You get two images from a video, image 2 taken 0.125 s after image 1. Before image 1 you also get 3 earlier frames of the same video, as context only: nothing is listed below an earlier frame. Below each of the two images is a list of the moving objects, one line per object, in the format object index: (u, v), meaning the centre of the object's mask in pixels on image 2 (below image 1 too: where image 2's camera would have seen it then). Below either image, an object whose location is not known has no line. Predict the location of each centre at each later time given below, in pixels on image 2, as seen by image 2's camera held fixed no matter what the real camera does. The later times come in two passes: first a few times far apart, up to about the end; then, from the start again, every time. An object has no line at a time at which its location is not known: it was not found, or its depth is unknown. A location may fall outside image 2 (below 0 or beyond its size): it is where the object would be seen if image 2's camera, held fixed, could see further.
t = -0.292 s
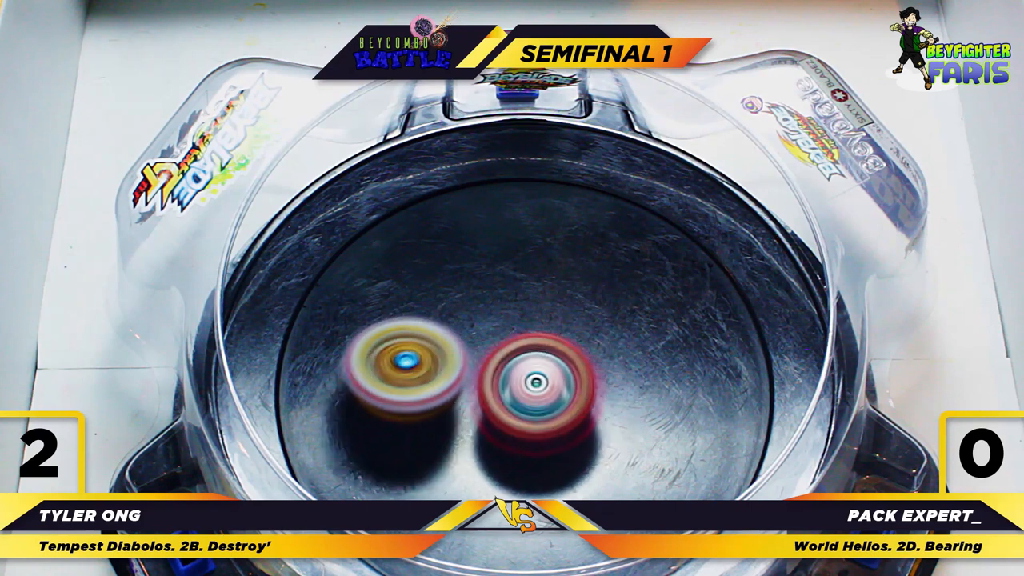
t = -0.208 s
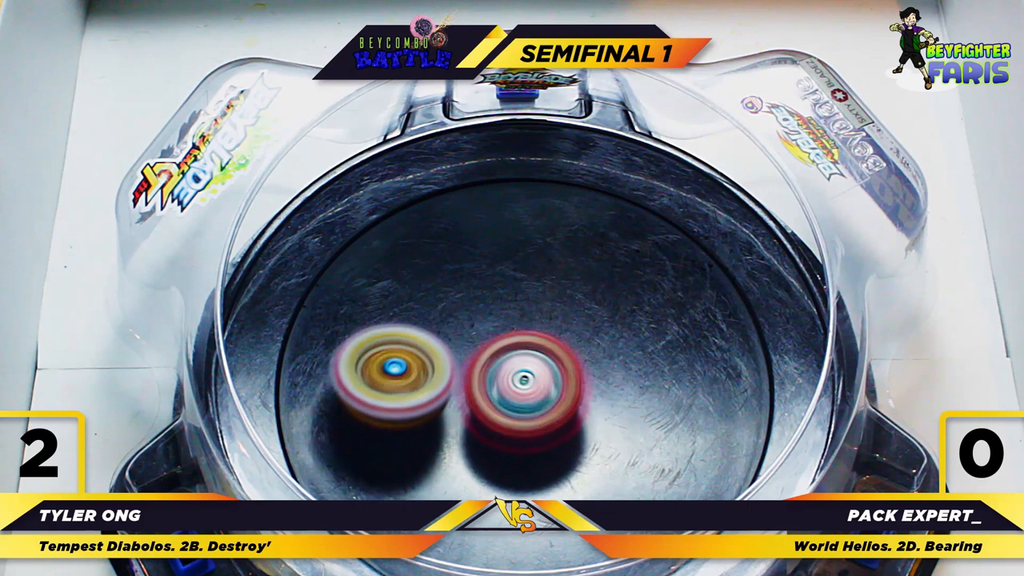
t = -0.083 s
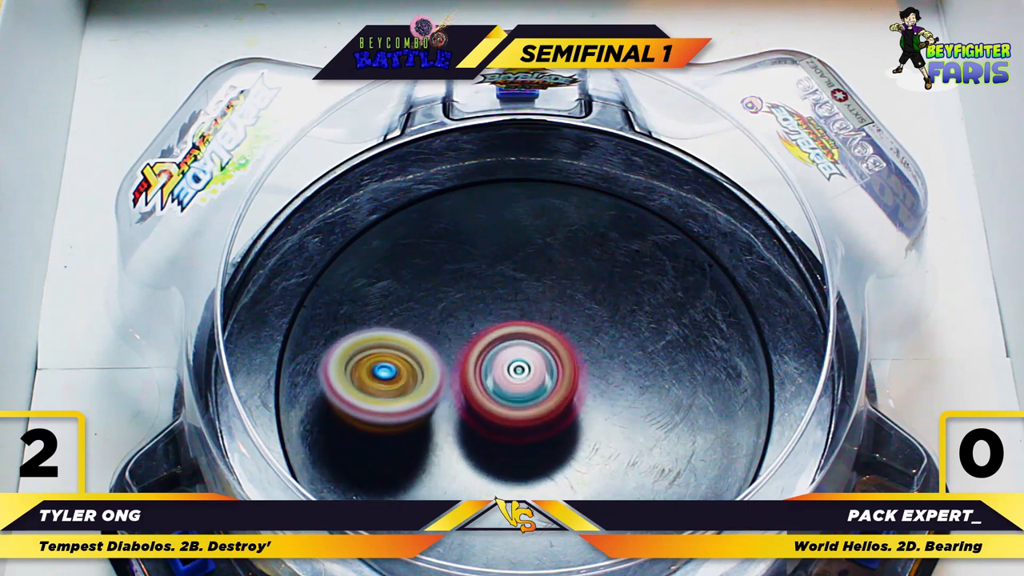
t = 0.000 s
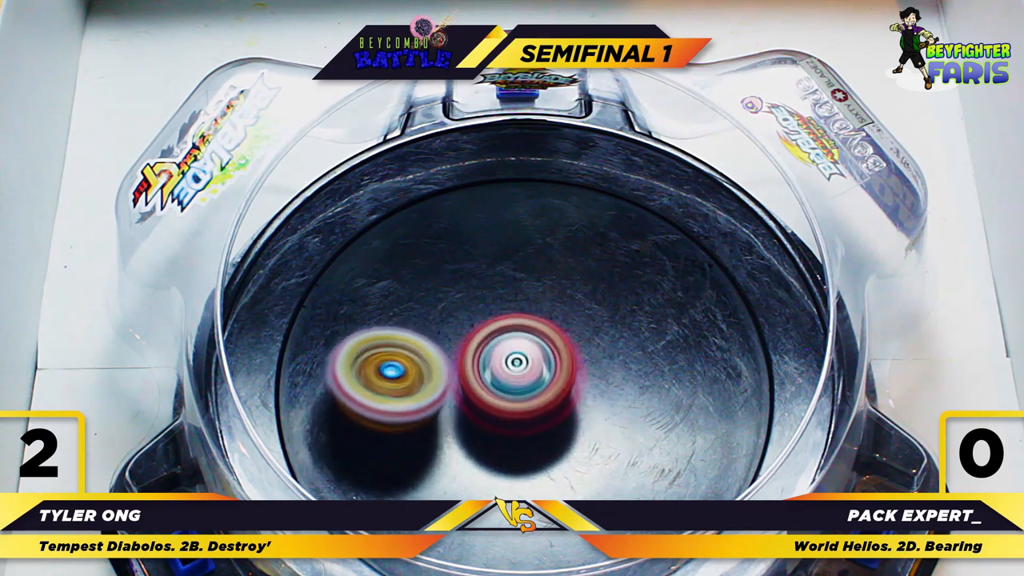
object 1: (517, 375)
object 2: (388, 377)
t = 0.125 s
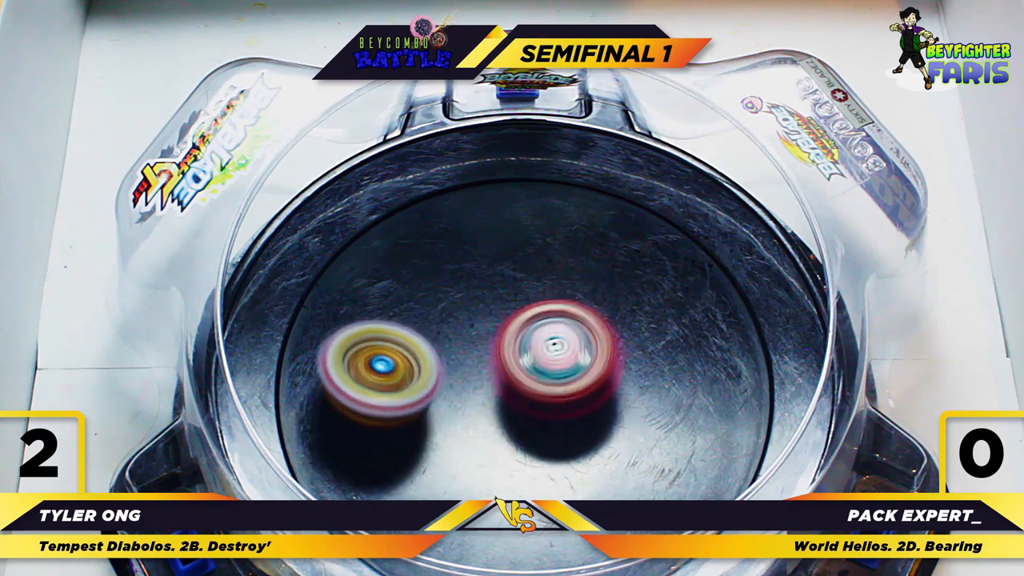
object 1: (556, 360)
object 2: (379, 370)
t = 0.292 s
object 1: (580, 359)
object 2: (406, 354)
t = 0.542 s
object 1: (604, 366)
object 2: (466, 307)
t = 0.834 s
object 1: (568, 385)
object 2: (494, 254)
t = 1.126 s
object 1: (528, 381)
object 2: (496, 251)
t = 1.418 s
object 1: (506, 408)
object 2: (526, 285)
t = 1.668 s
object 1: (482, 407)
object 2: (576, 314)
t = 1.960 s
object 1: (472, 376)
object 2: (607, 357)
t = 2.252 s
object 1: (472, 348)
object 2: (599, 393)
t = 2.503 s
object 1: (478, 331)
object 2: (564, 410)
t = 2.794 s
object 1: (474, 298)
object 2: (516, 416)
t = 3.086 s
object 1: (486, 285)
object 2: (467, 420)
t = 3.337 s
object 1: (509, 298)
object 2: (444, 405)
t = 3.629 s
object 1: (537, 330)
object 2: (421, 377)
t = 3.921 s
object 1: (546, 370)
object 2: (419, 328)
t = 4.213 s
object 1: (518, 395)
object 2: (479, 280)
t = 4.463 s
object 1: (493, 394)
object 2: (545, 252)
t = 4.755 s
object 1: (480, 373)
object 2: (558, 279)
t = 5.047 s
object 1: (437, 391)
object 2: (610, 276)
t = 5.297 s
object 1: (444, 384)
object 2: (607, 317)
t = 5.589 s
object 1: (419, 372)
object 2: (603, 410)
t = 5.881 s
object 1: (472, 362)
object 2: (575, 416)
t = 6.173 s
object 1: (478, 333)
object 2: (556, 414)
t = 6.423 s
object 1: (475, 330)
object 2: (507, 433)
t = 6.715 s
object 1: (480, 325)
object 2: (434, 421)
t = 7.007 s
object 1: (502, 319)
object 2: (396, 372)
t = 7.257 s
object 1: (539, 322)
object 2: (417, 324)
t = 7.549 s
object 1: (574, 344)
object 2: (472, 274)
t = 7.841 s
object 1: (577, 370)
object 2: (536, 260)
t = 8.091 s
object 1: (555, 400)
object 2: (575, 286)
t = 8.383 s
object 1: (502, 414)
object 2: (603, 343)
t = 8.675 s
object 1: (469, 395)
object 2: (590, 412)
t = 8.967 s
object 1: (453, 361)
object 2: (530, 446)
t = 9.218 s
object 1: (464, 329)
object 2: (468, 434)
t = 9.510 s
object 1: (498, 309)
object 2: (415, 382)
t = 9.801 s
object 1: (541, 321)
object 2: (420, 316)
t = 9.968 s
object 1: (557, 340)
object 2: (449, 284)
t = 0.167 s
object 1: (567, 358)
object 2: (380, 367)
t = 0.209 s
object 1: (574, 358)
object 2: (385, 363)
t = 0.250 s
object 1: (579, 358)
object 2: (393, 359)
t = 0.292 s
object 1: (580, 359)
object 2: (406, 354)
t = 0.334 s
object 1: (580, 359)
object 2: (422, 349)
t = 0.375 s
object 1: (579, 360)
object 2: (440, 343)
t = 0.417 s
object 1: (582, 360)
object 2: (456, 336)
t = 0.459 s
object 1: (594, 362)
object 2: (459, 327)
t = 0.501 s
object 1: (602, 364)
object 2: (462, 317)
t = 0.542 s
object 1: (604, 366)
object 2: (466, 307)
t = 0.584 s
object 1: (603, 368)
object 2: (471, 298)
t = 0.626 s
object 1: (600, 369)
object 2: (476, 290)
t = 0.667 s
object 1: (594, 371)
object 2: (481, 283)
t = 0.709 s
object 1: (586, 371)
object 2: (488, 278)
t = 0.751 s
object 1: (576, 371)
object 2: (494, 274)
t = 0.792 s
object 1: (569, 375)
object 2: (497, 267)
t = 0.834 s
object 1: (568, 385)
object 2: (494, 254)
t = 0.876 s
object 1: (565, 391)
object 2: (492, 244)
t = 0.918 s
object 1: (559, 394)
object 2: (490, 237)
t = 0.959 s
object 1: (553, 395)
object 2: (490, 233)
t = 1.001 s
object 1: (548, 393)
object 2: (490, 233)
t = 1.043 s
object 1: (540, 391)
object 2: (491, 236)
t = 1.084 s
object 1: (534, 386)
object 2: (493, 242)
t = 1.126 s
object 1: (528, 381)
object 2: (496, 251)
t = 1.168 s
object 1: (525, 379)
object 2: (500, 261)
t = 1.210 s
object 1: (523, 389)
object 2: (502, 261)
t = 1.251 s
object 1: (521, 396)
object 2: (506, 263)
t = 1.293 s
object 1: (518, 400)
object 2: (510, 267)
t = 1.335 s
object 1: (514, 402)
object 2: (515, 273)
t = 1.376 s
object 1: (511, 403)
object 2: (520, 282)
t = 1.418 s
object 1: (506, 408)
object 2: (526, 285)
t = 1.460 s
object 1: (501, 411)
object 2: (533, 288)
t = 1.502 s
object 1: (496, 411)
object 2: (541, 292)
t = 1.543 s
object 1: (493, 411)
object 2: (549, 297)
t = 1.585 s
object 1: (490, 409)
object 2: (557, 304)
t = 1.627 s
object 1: (487, 408)
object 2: (566, 310)
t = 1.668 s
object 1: (482, 407)
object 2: (576, 314)
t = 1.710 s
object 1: (480, 403)
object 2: (584, 319)
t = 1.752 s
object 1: (479, 400)
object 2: (591, 325)
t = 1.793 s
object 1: (478, 396)
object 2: (595, 331)
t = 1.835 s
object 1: (478, 391)
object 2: (597, 339)
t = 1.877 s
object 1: (477, 386)
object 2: (599, 346)
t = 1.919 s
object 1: (473, 381)
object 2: (604, 352)
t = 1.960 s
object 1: (472, 376)
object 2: (607, 357)
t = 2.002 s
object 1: (473, 372)
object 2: (607, 363)
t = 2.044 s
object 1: (474, 368)
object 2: (606, 368)
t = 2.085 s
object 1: (476, 363)
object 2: (603, 373)
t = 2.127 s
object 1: (475, 360)
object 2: (603, 378)
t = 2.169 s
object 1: (476, 356)
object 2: (599, 383)
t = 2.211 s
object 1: (476, 353)
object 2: (596, 387)
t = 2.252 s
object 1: (472, 348)
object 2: (599, 393)
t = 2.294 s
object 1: (473, 345)
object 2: (599, 399)
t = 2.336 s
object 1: (474, 342)
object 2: (596, 403)
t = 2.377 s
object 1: (476, 339)
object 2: (590, 406)
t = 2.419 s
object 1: (478, 337)
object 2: (582, 408)
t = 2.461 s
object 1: (480, 335)
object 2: (572, 408)
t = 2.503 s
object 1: (478, 331)
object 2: (564, 410)
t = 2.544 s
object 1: (472, 321)
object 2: (561, 415)
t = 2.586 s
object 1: (468, 313)
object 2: (557, 419)
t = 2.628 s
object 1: (467, 307)
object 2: (552, 421)
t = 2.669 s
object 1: (468, 302)
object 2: (545, 422)
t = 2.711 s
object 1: (470, 299)
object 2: (536, 421)
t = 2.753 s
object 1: (472, 297)
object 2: (527, 419)
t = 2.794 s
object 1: (474, 298)
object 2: (516, 416)
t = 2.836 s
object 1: (477, 298)
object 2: (506, 411)
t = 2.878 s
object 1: (478, 298)
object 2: (496, 407)
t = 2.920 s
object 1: (478, 293)
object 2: (489, 410)
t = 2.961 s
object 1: (478, 287)
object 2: (482, 415)
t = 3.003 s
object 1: (480, 284)
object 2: (476, 418)
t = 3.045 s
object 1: (483, 284)
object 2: (471, 421)
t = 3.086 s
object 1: (486, 285)
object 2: (467, 420)
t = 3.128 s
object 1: (490, 287)
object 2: (462, 419)
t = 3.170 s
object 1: (492, 291)
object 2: (459, 415)
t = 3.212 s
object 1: (495, 296)
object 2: (457, 410)
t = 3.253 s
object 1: (497, 300)
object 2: (456, 402)
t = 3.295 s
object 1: (503, 299)
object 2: (450, 403)
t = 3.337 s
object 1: (509, 298)
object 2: (444, 405)
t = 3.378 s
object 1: (513, 299)
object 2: (439, 405)
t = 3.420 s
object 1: (517, 302)
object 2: (436, 402)
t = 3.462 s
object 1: (520, 309)
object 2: (434, 398)
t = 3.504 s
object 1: (523, 317)
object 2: (432, 392)
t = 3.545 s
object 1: (527, 322)
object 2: (431, 385)
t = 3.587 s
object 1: (533, 325)
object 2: (426, 381)
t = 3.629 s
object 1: (537, 330)
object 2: (421, 377)
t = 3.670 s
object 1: (539, 336)
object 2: (419, 371)
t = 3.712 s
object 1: (540, 342)
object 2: (417, 364)
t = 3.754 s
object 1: (542, 348)
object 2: (415, 357)
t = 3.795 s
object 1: (546, 354)
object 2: (413, 350)
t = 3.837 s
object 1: (548, 359)
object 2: (412, 343)
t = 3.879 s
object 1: (547, 365)
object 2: (414, 336)
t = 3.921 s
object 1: (546, 370)
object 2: (419, 328)
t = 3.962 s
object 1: (543, 376)
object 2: (425, 321)
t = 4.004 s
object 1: (541, 381)
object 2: (430, 312)
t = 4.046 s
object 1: (539, 387)
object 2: (437, 304)
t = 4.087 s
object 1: (535, 391)
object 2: (445, 296)
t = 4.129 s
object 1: (530, 393)
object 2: (455, 289)
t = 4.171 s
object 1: (524, 394)
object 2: (467, 284)
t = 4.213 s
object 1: (518, 395)
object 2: (479, 280)
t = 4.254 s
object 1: (512, 395)
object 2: (493, 277)
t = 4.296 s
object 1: (508, 398)
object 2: (506, 270)
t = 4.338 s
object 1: (502, 399)
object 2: (518, 263)
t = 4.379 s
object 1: (498, 399)
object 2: (528, 258)
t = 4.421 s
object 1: (496, 397)
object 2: (538, 253)
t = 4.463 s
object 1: (493, 394)
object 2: (545, 252)
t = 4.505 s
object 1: (490, 390)
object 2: (551, 252)
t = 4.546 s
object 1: (487, 386)
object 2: (555, 254)
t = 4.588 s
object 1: (485, 382)
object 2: (557, 258)
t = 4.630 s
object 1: (484, 377)
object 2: (557, 264)
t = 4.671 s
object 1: (485, 373)
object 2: (555, 271)
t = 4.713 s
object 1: (483, 371)
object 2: (555, 278)
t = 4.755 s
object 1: (480, 373)
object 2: (558, 279)
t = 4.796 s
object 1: (477, 374)
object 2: (560, 281)
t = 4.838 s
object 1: (476, 374)
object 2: (563, 284)
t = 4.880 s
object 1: (475, 373)
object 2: (564, 288)
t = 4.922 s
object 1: (471, 373)
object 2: (571, 292)
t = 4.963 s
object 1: (456, 382)
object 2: (587, 285)
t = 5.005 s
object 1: (445, 388)
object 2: (600, 279)
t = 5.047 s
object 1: (437, 391)
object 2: (610, 276)
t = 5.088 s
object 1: (433, 391)
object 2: (615, 275)
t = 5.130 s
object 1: (431, 390)
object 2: (621, 278)
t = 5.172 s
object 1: (432, 389)
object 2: (622, 283)
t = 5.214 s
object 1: (435, 388)
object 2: (619, 292)
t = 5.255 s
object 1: (439, 387)
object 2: (615, 303)
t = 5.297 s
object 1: (444, 384)
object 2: (607, 317)
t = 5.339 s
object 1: (448, 382)
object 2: (594, 333)
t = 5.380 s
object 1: (453, 380)
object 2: (582, 350)
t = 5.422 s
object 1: (451, 380)
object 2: (574, 365)
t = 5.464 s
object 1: (434, 379)
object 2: (584, 377)
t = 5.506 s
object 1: (423, 377)
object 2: (591, 389)
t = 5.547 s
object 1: (419, 375)
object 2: (599, 401)
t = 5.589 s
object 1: (419, 372)
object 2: (603, 410)
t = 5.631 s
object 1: (422, 370)
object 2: (604, 418)
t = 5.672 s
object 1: (426, 368)
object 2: (605, 422)
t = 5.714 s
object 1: (432, 366)
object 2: (602, 425)
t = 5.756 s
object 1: (442, 364)
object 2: (598, 425)
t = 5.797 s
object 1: (452, 363)
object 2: (592, 424)
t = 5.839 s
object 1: (462, 362)
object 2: (584, 420)
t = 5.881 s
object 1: (472, 362)
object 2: (575, 416)
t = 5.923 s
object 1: (472, 355)
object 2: (578, 416)
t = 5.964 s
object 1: (470, 348)
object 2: (581, 418)
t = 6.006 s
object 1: (471, 343)
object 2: (580, 418)
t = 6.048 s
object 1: (475, 340)
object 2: (576, 418)
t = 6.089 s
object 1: (477, 339)
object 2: (570, 416)
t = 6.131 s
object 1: (479, 336)
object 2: (562, 413)
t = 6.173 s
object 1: (478, 333)
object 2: (556, 414)
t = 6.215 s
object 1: (475, 330)
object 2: (550, 416)
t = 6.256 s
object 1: (475, 330)
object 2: (543, 418)
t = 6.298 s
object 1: (475, 330)
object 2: (534, 420)
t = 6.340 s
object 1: (474, 329)
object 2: (526, 425)
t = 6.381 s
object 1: (475, 330)
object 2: (517, 429)
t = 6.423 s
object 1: (475, 330)
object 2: (507, 433)
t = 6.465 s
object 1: (476, 330)
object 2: (496, 435)
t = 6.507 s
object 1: (476, 329)
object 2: (485, 435)
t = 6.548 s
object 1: (477, 329)
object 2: (475, 434)
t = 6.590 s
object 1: (478, 328)
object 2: (463, 432)
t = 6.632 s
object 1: (479, 327)
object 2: (453, 429)
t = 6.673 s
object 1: (479, 325)
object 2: (443, 425)
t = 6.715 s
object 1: (480, 325)
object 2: (434, 421)
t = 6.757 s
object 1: (481, 325)
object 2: (426, 416)
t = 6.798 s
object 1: (484, 325)
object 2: (417, 412)
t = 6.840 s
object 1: (486, 324)
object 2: (410, 404)
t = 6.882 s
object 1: (488, 322)
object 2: (406, 396)
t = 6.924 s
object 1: (491, 322)
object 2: (402, 387)
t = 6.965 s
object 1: (497, 320)
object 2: (398, 380)
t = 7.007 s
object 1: (502, 319)
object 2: (396, 372)
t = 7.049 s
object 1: (506, 319)
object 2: (398, 364)
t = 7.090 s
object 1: (512, 319)
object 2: (401, 355)
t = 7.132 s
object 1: (518, 319)
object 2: (404, 346)
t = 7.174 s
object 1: (525, 319)
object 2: (406, 339)
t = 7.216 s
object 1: (532, 321)
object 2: (410, 331)
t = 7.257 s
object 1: (539, 322)
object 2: (417, 324)
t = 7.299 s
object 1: (545, 324)
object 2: (423, 317)
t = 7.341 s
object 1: (552, 327)
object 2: (430, 309)
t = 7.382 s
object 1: (558, 330)
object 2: (437, 301)
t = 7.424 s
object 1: (563, 333)
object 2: (445, 294)
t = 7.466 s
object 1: (566, 335)
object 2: (455, 288)
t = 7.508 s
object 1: (570, 340)
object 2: (463, 281)
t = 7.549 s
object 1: (574, 344)
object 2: (472, 274)
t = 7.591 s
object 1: (576, 348)
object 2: (482, 269)
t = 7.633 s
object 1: (577, 351)
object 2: (493, 266)
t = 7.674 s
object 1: (579, 354)
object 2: (503, 263)
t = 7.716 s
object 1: (579, 358)
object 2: (512, 260)
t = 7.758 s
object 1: (579, 363)
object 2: (520, 258)
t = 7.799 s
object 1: (578, 366)
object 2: (528, 258)
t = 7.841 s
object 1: (577, 370)
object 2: (536, 260)
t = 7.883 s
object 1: (575, 374)
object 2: (543, 262)
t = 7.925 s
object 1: (574, 381)
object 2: (550, 263)
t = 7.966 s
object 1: (570, 386)
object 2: (557, 265)
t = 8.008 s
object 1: (565, 391)
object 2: (563, 271)
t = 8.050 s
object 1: (560, 395)
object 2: (569, 279)
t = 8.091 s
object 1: (555, 400)
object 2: (575, 286)
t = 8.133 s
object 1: (548, 405)
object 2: (581, 291)
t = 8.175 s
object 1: (540, 409)
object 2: (586, 298)
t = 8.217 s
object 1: (533, 411)
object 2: (590, 306)
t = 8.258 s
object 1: (525, 413)
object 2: (594, 315)
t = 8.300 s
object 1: (518, 414)
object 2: (597, 324)
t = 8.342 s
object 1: (510, 415)
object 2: (601, 334)
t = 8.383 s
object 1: (502, 414)
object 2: (603, 343)
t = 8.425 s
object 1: (496, 413)
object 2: (605, 354)
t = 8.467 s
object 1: (491, 410)
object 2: (605, 365)
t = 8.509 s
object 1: (483, 408)
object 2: (605, 375)
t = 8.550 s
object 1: (478, 405)
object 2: (605, 385)
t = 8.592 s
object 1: (475, 402)
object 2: (602, 395)
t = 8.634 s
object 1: (471, 399)
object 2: (597, 404)
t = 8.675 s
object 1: (469, 395)
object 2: (590, 412)
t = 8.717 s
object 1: (465, 392)
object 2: (584, 420)
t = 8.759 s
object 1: (461, 388)
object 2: (577, 426)
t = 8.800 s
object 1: (459, 383)
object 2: (568, 431)
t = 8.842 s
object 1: (457, 379)
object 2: (558, 436)
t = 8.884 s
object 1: (455, 373)
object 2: (550, 442)
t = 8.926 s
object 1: (453, 367)
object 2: (540, 445)
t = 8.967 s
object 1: (453, 361)
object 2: (530, 446)
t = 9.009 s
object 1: (453, 356)
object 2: (518, 445)
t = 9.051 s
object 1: (453, 350)
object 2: (508, 444)
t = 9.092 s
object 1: (455, 344)
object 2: (498, 444)
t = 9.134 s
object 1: (457, 339)
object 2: (487, 442)
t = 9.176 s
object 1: (461, 334)
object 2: (477, 439)
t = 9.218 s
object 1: (464, 329)
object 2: (468, 434)
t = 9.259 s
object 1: (467, 325)
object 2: (458, 429)
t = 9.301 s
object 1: (471, 321)
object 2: (449, 423)
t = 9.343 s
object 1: (476, 316)
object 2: (441, 416)
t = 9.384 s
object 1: (481, 313)
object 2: (433, 409)
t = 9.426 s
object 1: (486, 311)
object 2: (426, 401)
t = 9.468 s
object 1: (491, 310)
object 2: (419, 391)
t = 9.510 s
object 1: (498, 309)
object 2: (415, 382)
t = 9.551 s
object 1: (504, 309)
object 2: (412, 371)
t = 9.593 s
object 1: (510, 310)
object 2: (410, 362)
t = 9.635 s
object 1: (517, 311)
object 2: (408, 352)
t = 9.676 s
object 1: (524, 313)
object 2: (409, 343)
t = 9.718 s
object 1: (530, 316)
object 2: (411, 333)
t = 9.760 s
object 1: (535, 318)
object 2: (415, 325)
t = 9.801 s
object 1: (541, 321)
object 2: (420, 316)
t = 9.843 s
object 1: (547, 324)
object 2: (424, 307)
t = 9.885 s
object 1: (551, 329)
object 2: (430, 298)
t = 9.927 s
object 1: (555, 334)
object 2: (438, 291)
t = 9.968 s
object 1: (557, 340)
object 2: (449, 284)
